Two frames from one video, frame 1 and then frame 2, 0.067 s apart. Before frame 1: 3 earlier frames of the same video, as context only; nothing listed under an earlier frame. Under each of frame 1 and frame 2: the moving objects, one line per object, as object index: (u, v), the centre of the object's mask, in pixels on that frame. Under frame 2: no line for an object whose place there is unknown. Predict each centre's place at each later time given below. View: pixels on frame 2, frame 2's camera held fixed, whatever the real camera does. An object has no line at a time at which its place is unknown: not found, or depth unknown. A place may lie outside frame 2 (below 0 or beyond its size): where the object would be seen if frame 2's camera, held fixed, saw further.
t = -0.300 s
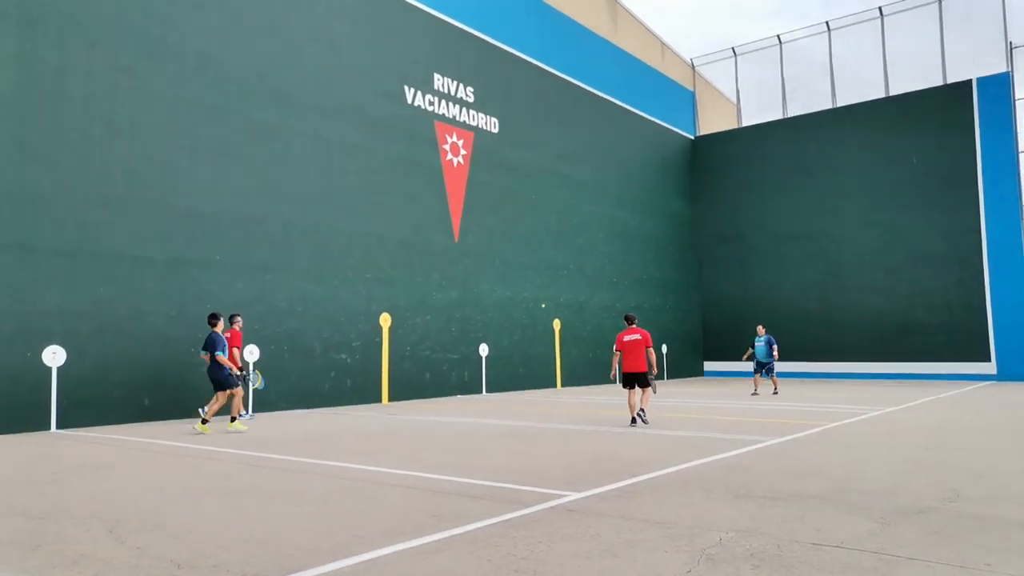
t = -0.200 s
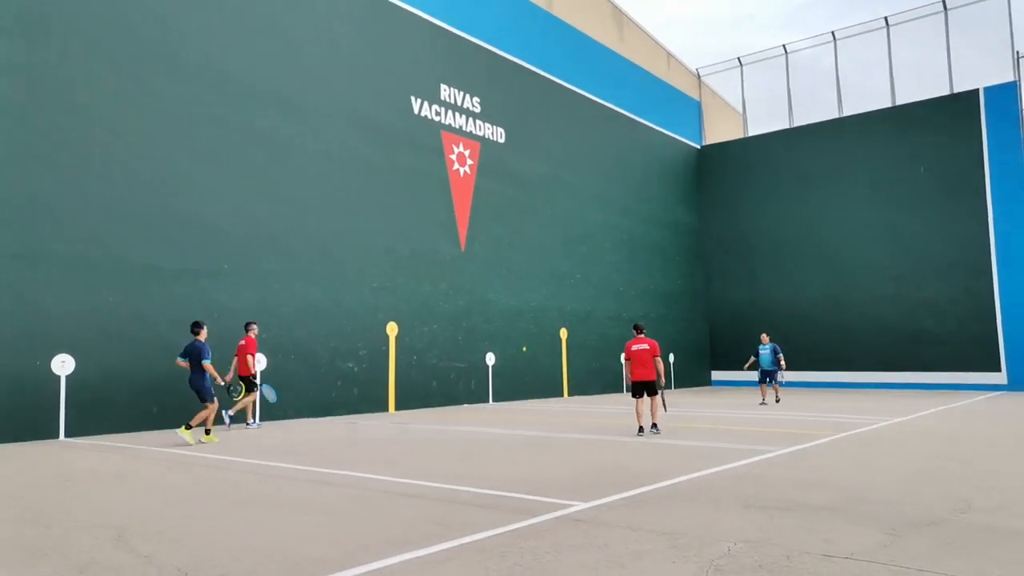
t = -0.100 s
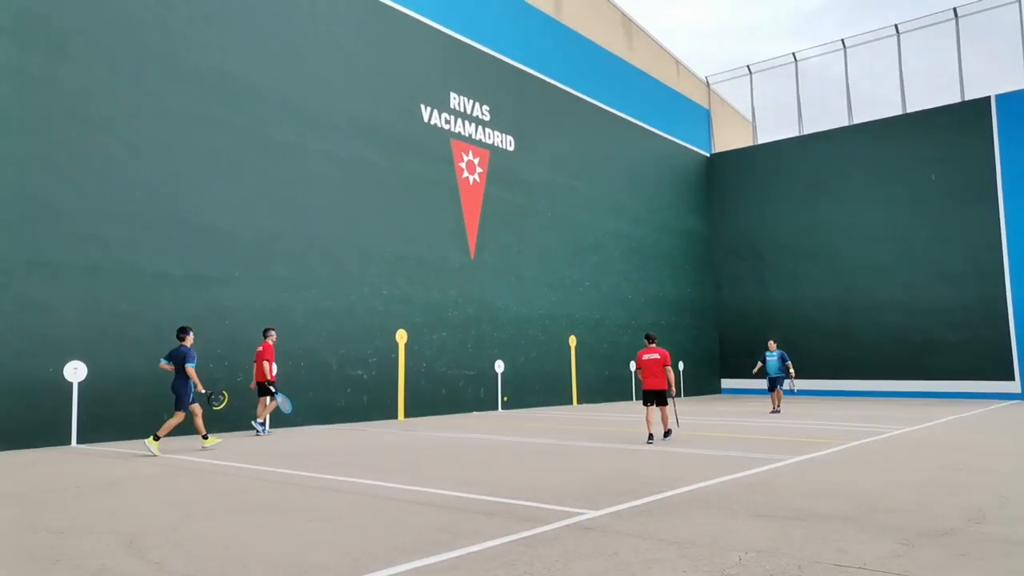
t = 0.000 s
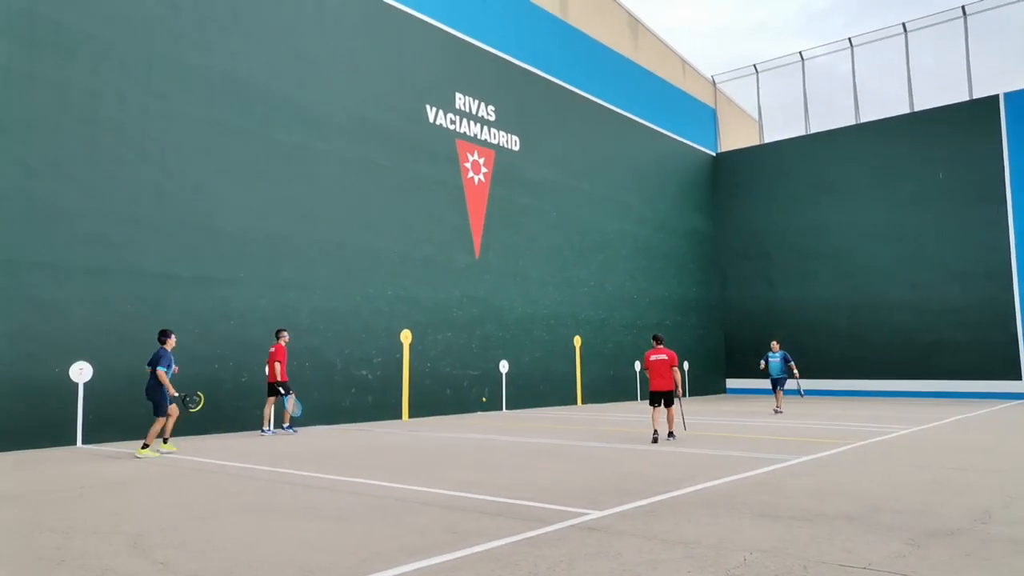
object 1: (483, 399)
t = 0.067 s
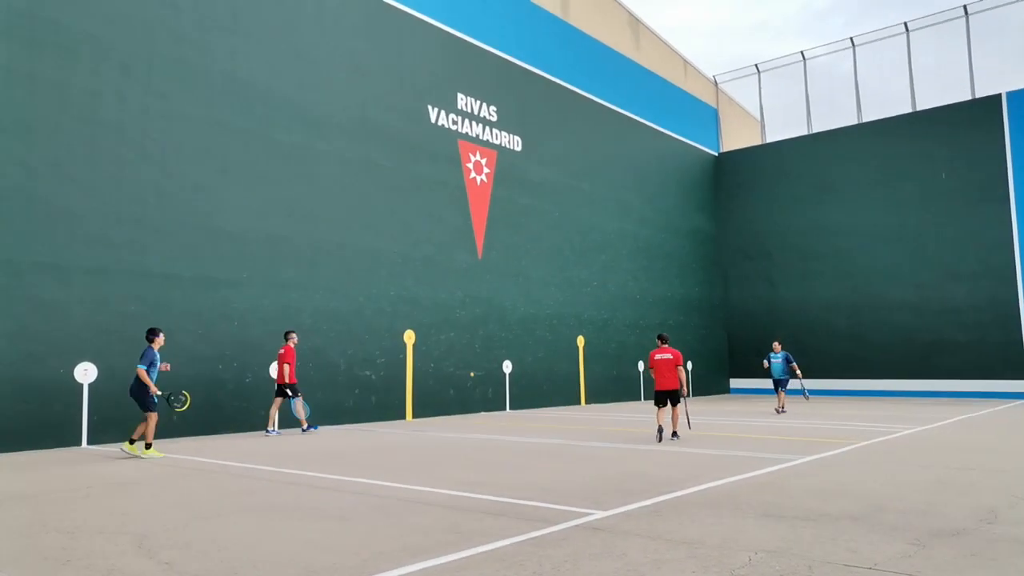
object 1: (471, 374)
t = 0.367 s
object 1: (394, 279)
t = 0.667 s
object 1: (297, 218)
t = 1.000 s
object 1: (157, 204)
